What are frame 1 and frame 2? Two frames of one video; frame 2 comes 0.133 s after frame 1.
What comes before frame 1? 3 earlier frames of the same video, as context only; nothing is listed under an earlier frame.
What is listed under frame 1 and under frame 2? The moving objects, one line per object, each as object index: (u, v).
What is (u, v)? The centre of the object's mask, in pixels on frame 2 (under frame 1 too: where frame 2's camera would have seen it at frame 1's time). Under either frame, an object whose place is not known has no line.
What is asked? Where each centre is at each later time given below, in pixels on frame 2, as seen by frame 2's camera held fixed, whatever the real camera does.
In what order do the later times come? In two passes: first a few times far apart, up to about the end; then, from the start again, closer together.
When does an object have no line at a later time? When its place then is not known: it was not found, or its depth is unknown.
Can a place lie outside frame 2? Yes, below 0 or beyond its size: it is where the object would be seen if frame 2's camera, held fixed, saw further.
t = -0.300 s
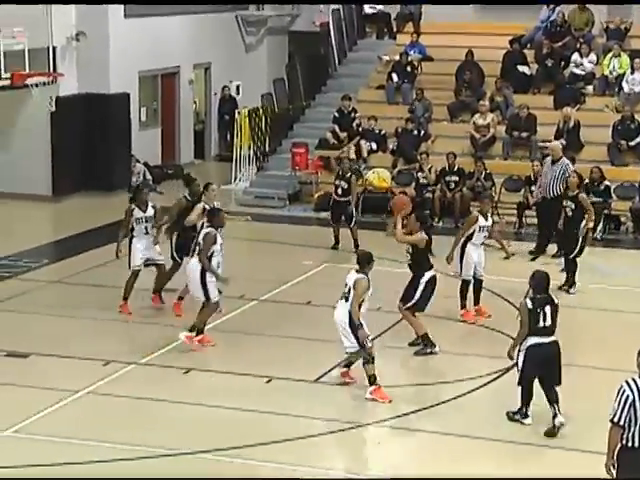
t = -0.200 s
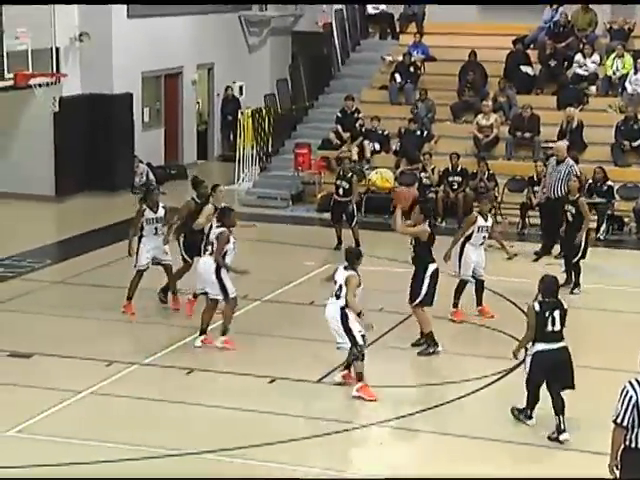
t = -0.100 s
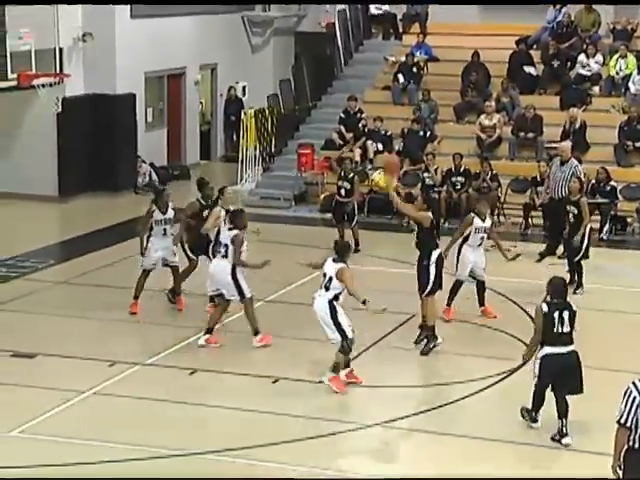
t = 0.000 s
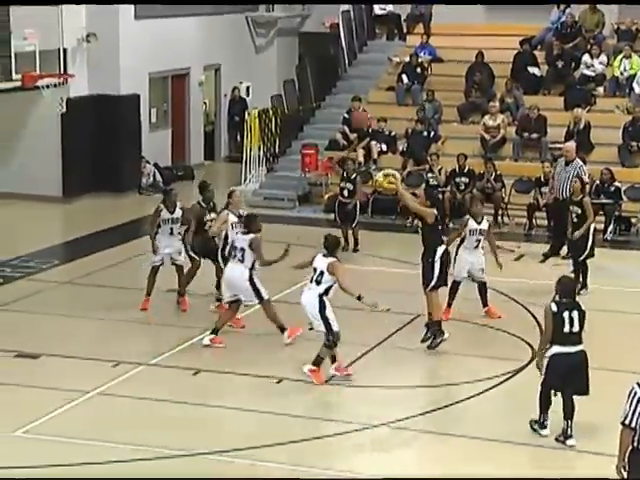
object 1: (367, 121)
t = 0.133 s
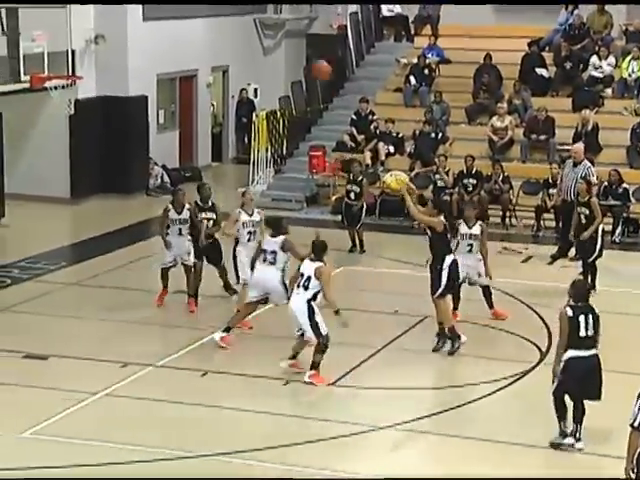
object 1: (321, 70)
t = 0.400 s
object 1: (230, 17)
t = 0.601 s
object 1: (164, 17)
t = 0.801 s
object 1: (101, 47)
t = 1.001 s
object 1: (76, 54)
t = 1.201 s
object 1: (79, 44)
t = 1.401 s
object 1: (83, 67)
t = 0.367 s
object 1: (242, 20)
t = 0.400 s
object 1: (230, 17)
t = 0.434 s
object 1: (219, 15)
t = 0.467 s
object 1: (207, 13)
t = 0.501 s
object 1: (196, 13)
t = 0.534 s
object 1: (185, 13)
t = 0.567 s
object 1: (175, 14)
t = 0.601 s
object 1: (164, 17)
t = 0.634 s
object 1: (154, 20)
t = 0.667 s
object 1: (142, 24)
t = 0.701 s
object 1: (133, 29)
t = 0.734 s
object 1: (122, 35)
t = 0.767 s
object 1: (112, 42)
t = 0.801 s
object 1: (101, 47)
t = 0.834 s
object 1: (92, 57)
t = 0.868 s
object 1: (81, 67)
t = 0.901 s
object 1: (76, 71)
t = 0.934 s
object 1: (75, 64)
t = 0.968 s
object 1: (76, 59)
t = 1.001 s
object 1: (76, 54)
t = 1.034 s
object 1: (77, 50)
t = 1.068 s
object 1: (77, 46)
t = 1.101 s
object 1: (77, 45)
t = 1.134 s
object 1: (78, 44)
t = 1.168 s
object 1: (78, 43)
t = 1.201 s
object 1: (79, 44)
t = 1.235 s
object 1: (79, 45)
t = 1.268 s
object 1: (80, 47)
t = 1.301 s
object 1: (80, 51)
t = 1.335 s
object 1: (81, 55)
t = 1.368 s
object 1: (82, 60)
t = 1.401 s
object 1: (83, 67)
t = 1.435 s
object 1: (83, 73)
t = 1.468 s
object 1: (83, 81)
